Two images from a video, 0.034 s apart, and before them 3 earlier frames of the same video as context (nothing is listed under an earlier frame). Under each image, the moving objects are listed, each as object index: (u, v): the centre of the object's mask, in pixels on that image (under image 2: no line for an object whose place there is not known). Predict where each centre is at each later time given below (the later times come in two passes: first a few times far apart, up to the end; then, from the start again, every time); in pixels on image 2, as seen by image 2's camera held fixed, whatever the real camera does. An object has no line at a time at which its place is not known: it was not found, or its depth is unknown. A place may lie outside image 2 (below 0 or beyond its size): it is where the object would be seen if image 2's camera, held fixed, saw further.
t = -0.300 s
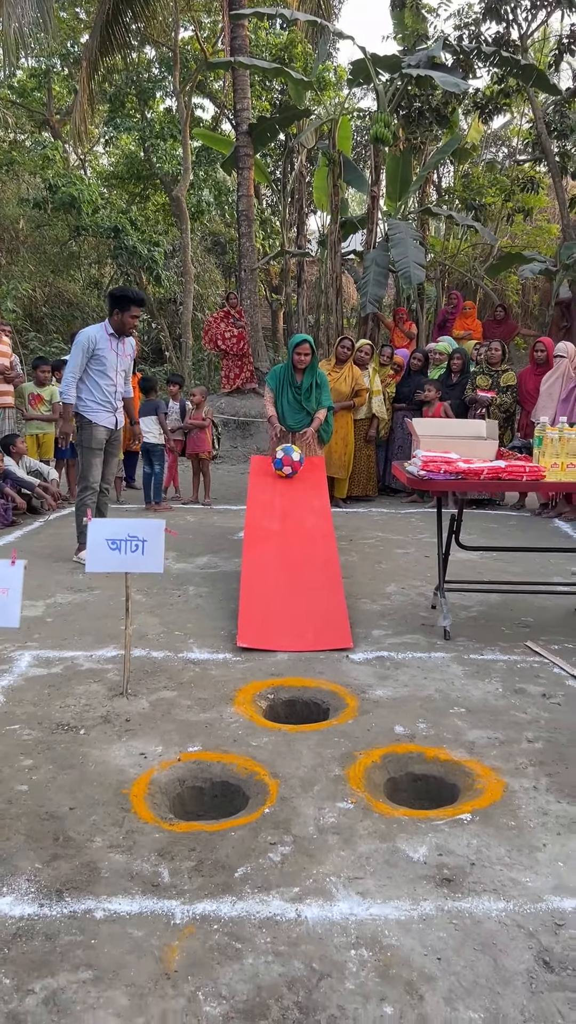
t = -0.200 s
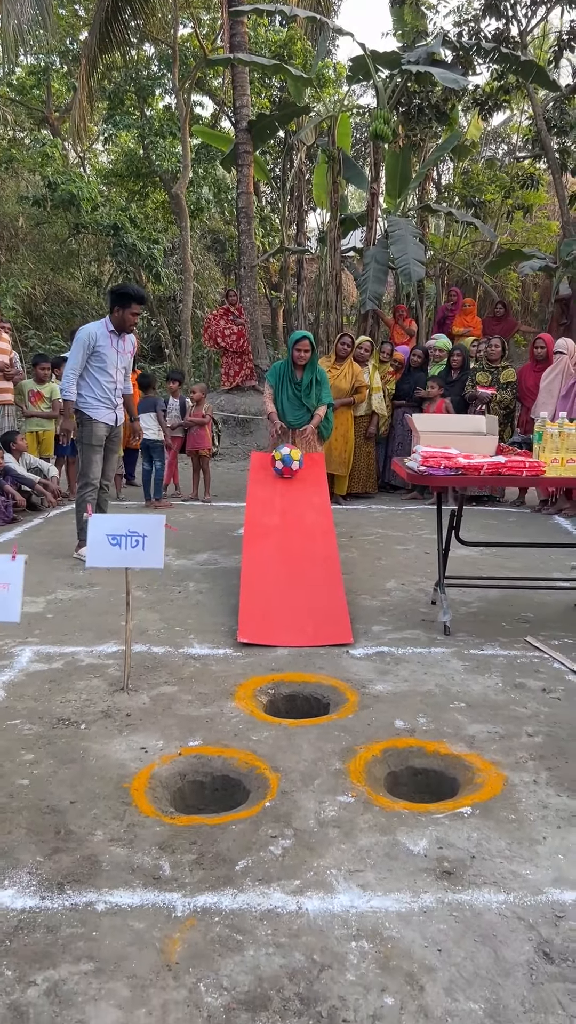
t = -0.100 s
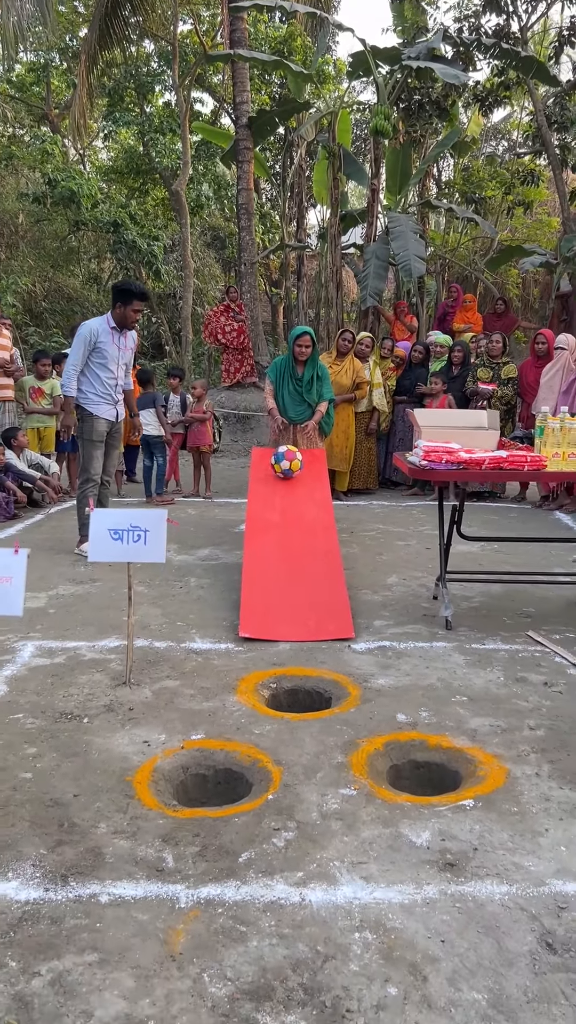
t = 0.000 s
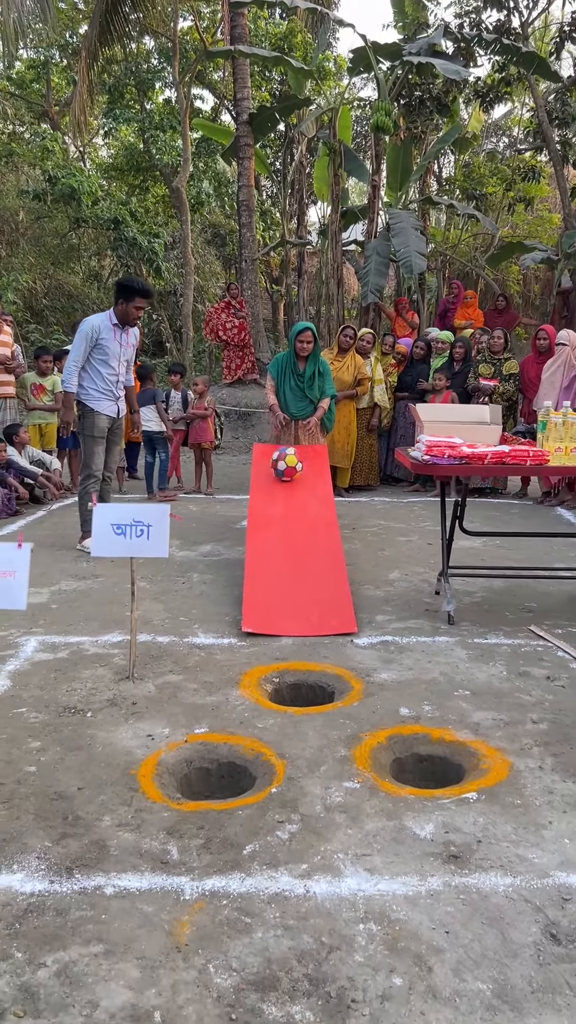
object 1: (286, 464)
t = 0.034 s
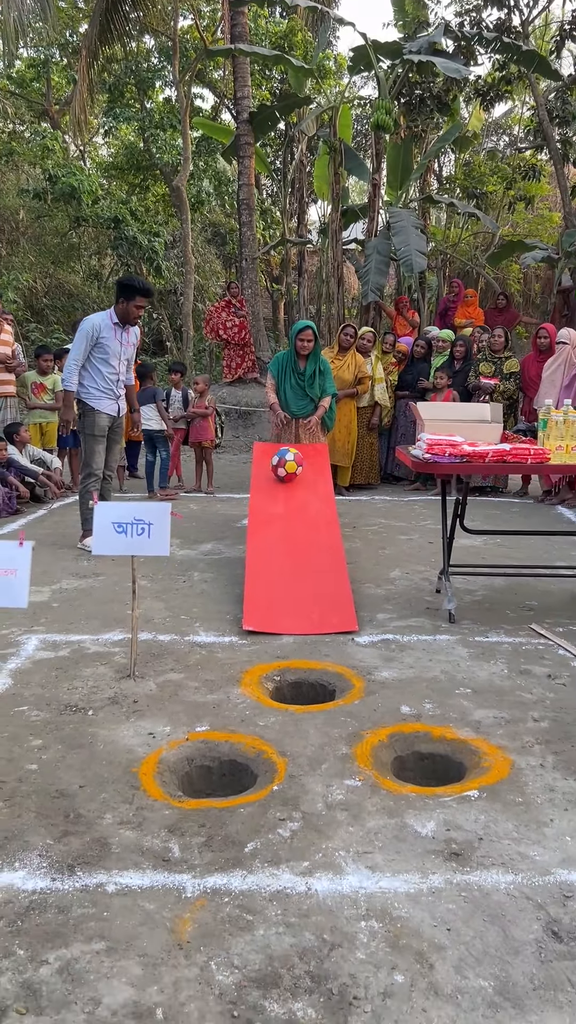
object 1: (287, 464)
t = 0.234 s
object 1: (282, 481)
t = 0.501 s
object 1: (276, 507)
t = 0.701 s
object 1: (269, 535)
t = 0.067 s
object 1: (286, 467)
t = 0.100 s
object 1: (285, 469)
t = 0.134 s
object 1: (284, 472)
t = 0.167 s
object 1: (282, 476)
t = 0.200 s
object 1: (283, 478)
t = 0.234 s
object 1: (282, 481)
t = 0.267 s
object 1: (282, 483)
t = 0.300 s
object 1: (281, 486)
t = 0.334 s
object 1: (281, 489)
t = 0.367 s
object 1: (280, 493)
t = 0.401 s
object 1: (279, 496)
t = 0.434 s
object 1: (278, 499)
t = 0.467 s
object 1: (277, 504)
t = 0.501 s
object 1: (276, 507)
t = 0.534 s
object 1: (275, 511)
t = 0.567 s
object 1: (273, 516)
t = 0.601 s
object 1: (272, 521)
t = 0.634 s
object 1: (271, 526)
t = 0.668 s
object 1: (270, 530)
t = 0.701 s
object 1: (269, 535)
